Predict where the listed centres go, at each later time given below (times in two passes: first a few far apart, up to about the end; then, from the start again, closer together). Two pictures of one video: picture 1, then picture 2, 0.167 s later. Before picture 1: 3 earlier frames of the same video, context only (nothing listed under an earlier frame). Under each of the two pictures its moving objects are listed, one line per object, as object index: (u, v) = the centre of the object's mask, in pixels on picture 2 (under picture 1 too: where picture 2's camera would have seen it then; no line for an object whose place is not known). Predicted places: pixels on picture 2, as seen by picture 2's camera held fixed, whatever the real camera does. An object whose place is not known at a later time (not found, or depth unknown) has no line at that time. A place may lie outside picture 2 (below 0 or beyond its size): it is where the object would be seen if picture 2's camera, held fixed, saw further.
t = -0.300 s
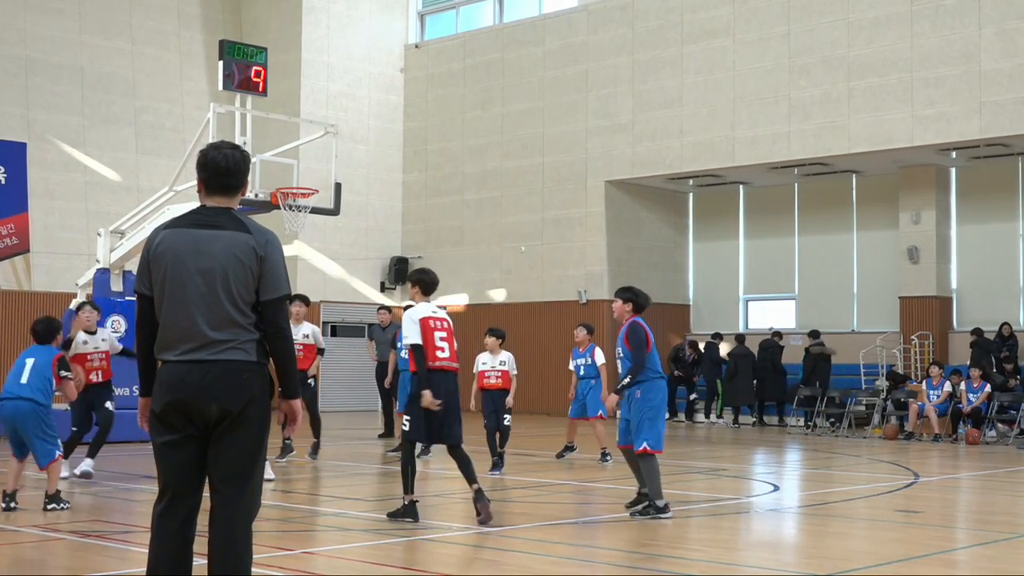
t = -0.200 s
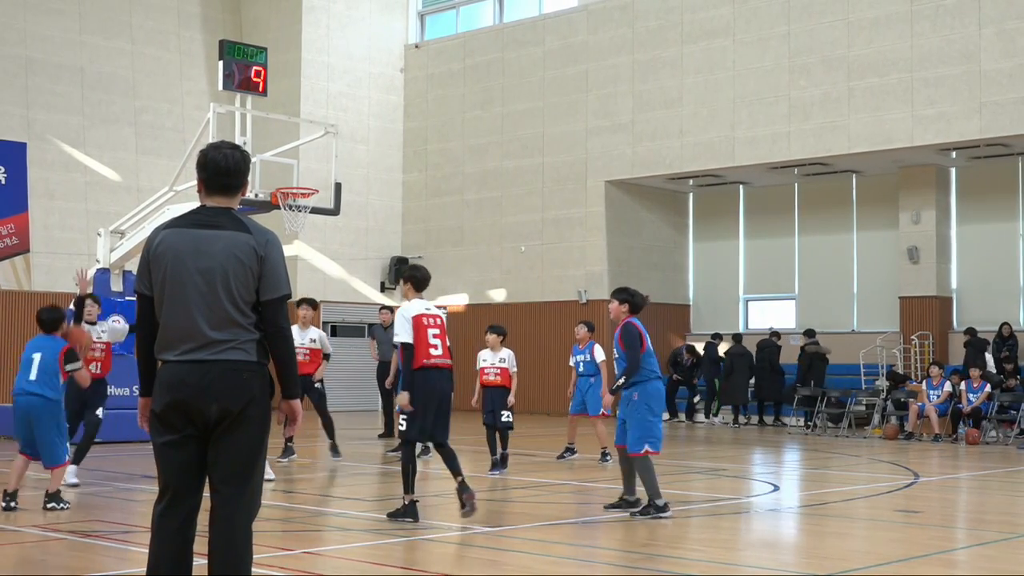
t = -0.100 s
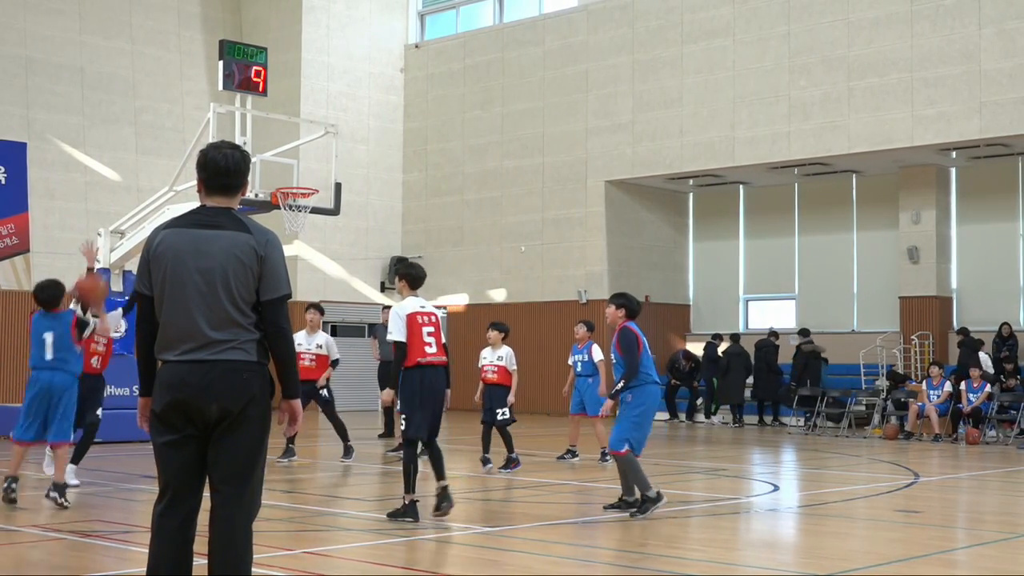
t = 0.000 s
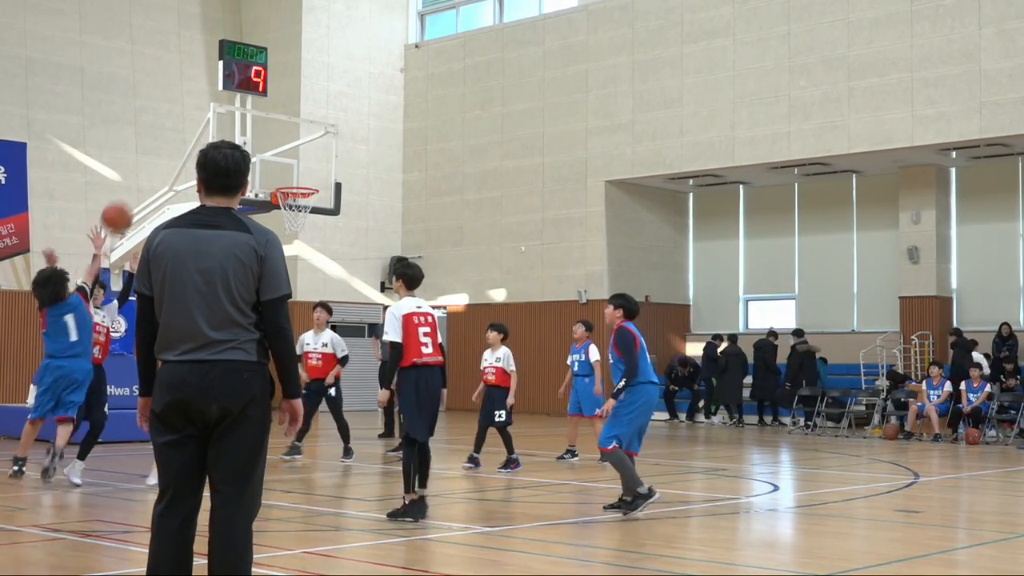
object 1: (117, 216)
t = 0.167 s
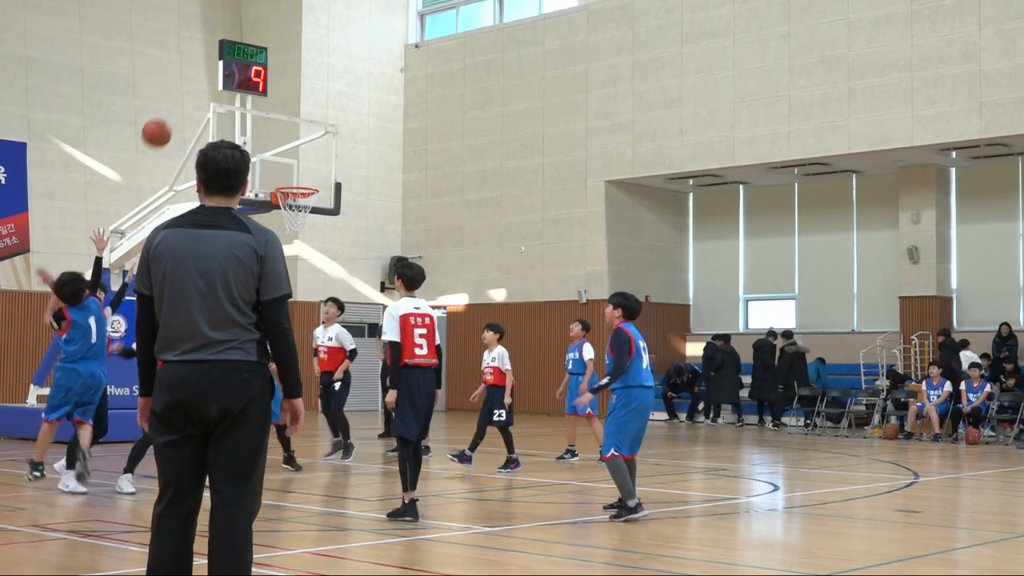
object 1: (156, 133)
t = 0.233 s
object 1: (170, 111)
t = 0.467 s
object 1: (211, 78)
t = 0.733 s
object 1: (250, 108)
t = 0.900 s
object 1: (270, 156)
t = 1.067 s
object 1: (252, 197)
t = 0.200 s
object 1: (164, 121)
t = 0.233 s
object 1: (170, 111)
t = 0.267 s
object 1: (177, 102)
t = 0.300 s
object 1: (183, 95)
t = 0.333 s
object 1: (189, 89)
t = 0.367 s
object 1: (195, 85)
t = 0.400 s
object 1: (201, 82)
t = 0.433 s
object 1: (206, 79)
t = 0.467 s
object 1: (211, 78)
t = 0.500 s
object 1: (217, 78)
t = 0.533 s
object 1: (222, 80)
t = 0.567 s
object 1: (227, 82)
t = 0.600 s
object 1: (232, 85)
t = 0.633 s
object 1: (237, 89)
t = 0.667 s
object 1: (241, 94)
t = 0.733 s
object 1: (250, 108)
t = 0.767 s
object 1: (254, 116)
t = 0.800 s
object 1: (258, 125)
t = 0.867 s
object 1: (266, 144)
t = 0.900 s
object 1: (270, 156)
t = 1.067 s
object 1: (252, 197)
